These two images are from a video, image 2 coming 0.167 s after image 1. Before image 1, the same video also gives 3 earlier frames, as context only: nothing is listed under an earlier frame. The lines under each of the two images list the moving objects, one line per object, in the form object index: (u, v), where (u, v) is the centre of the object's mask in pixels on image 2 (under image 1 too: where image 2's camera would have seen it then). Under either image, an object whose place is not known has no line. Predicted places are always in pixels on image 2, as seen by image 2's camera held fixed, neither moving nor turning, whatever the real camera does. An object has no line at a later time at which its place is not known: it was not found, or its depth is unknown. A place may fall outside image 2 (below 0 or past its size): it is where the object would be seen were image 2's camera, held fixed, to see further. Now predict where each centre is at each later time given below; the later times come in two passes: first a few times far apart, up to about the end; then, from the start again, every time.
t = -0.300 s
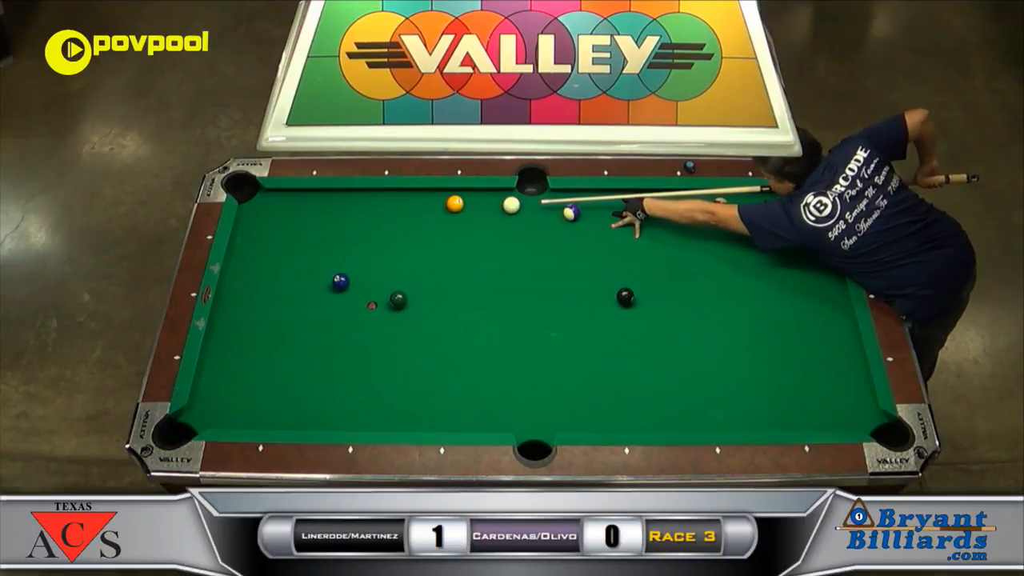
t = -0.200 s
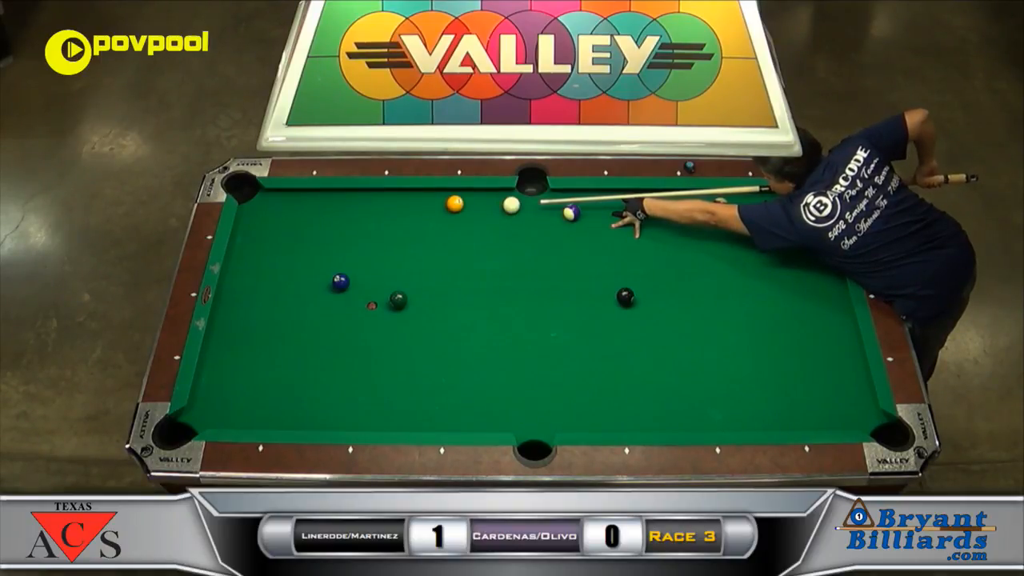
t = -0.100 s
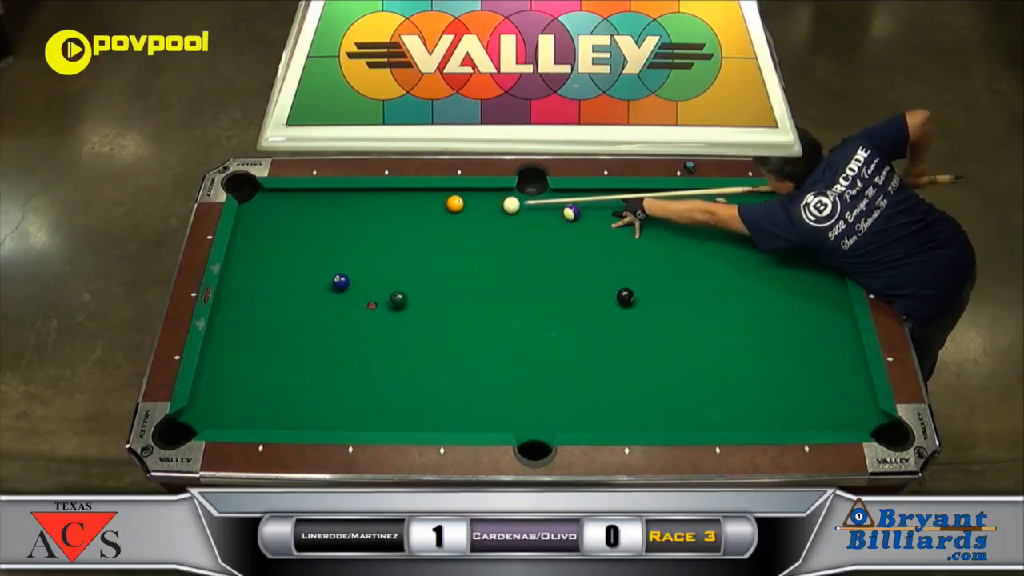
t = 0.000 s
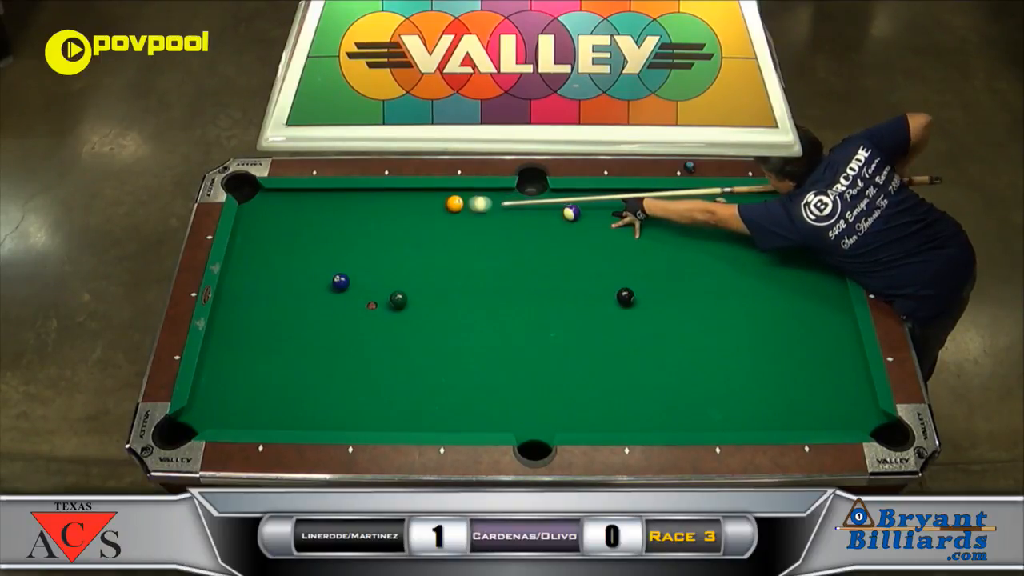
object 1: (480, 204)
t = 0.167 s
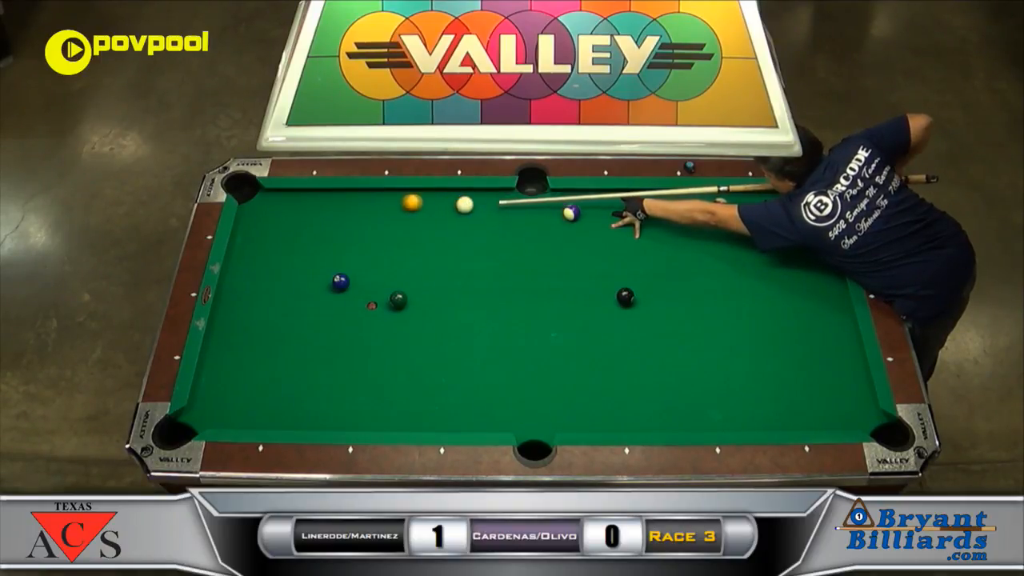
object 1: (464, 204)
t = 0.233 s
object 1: (459, 205)
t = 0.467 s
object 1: (439, 205)
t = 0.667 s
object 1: (424, 206)
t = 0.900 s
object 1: (408, 207)
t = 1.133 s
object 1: (393, 208)
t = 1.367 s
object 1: (380, 209)
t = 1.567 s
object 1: (370, 210)
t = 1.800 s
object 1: (359, 210)
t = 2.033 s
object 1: (350, 211)
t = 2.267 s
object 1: (343, 213)
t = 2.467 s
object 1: (338, 213)
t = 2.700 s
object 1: (333, 214)
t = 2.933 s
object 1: (330, 214)
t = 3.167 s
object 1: (329, 214)
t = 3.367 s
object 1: (328, 215)
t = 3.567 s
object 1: (329, 215)
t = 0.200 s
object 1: (461, 205)
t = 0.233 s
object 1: (459, 205)
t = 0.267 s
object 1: (456, 205)
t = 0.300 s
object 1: (453, 205)
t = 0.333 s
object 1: (450, 205)
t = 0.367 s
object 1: (447, 205)
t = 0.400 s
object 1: (445, 205)
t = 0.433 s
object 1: (442, 205)
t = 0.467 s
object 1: (439, 205)
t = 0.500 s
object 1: (437, 206)
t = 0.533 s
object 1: (434, 206)
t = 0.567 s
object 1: (432, 206)
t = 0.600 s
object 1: (429, 206)
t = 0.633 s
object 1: (427, 206)
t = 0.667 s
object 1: (424, 206)
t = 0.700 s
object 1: (422, 206)
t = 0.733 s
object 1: (420, 207)
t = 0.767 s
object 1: (417, 207)
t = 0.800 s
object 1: (415, 207)
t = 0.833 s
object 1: (413, 207)
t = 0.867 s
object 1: (410, 207)
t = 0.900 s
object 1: (408, 207)
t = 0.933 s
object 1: (406, 208)
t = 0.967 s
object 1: (404, 208)
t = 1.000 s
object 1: (402, 208)
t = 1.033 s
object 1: (400, 208)
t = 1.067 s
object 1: (397, 208)
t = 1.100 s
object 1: (395, 208)
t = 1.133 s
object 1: (393, 208)
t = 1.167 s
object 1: (391, 208)
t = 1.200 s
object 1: (389, 208)
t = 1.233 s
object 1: (388, 209)
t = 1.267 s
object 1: (386, 209)
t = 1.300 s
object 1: (384, 209)
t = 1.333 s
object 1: (382, 209)
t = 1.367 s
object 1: (380, 209)
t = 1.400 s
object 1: (378, 209)
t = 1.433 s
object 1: (377, 209)
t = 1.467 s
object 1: (375, 209)
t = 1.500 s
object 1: (373, 210)
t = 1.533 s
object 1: (371, 210)
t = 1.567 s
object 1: (370, 210)
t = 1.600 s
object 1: (368, 210)
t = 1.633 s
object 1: (367, 210)
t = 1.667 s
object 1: (365, 210)
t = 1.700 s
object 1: (364, 210)
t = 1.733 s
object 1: (362, 210)
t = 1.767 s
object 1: (361, 210)
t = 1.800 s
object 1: (359, 210)
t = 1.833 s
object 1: (358, 211)
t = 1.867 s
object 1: (357, 211)
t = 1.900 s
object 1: (355, 211)
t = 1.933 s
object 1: (354, 211)
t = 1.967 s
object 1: (353, 211)
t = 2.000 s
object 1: (352, 211)
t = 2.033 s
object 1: (350, 211)
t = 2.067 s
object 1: (349, 211)
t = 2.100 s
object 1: (348, 212)
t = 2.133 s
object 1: (347, 212)
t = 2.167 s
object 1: (346, 212)
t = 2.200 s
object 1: (345, 212)
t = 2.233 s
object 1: (344, 212)
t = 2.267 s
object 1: (343, 213)
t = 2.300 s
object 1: (342, 213)
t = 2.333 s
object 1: (341, 213)
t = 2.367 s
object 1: (340, 213)
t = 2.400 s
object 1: (339, 213)
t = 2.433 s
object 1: (339, 213)
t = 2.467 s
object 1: (338, 213)
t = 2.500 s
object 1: (337, 213)
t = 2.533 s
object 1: (337, 213)
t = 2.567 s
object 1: (336, 213)
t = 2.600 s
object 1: (335, 214)
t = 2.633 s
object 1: (334, 214)
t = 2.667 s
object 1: (334, 214)
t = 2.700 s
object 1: (333, 214)
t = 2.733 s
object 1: (333, 214)
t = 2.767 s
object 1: (332, 214)
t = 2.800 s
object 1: (332, 214)
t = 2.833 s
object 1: (331, 214)
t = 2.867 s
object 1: (331, 214)
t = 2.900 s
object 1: (331, 214)
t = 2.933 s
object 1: (330, 214)
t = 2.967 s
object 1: (330, 214)
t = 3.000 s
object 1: (330, 214)
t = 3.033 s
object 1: (329, 214)
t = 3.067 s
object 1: (329, 214)
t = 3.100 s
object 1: (329, 214)
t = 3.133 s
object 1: (329, 214)
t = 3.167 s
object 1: (329, 214)
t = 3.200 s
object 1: (329, 215)
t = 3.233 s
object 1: (328, 215)
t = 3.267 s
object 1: (328, 215)
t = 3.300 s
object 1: (328, 215)
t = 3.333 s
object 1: (328, 215)
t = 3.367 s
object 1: (328, 215)
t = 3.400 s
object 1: (328, 215)
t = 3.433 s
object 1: (328, 215)
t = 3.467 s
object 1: (328, 215)
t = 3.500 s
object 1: (328, 215)
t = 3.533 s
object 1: (329, 215)
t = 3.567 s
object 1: (329, 215)
